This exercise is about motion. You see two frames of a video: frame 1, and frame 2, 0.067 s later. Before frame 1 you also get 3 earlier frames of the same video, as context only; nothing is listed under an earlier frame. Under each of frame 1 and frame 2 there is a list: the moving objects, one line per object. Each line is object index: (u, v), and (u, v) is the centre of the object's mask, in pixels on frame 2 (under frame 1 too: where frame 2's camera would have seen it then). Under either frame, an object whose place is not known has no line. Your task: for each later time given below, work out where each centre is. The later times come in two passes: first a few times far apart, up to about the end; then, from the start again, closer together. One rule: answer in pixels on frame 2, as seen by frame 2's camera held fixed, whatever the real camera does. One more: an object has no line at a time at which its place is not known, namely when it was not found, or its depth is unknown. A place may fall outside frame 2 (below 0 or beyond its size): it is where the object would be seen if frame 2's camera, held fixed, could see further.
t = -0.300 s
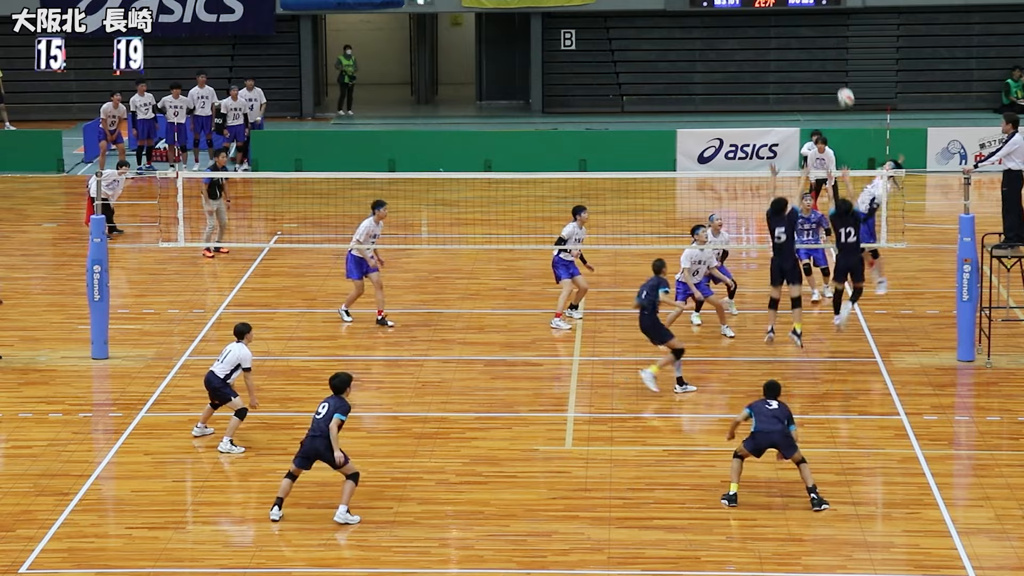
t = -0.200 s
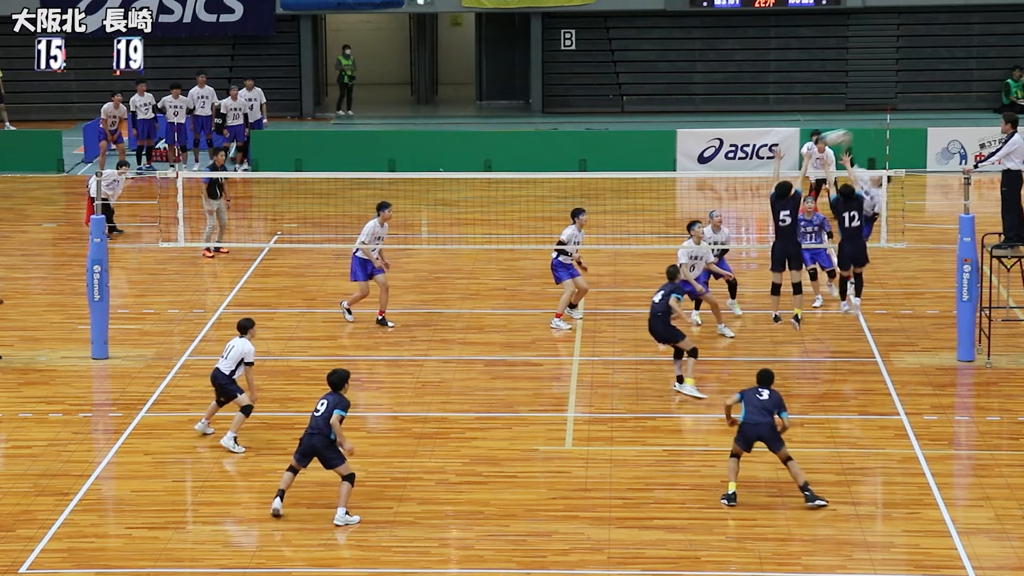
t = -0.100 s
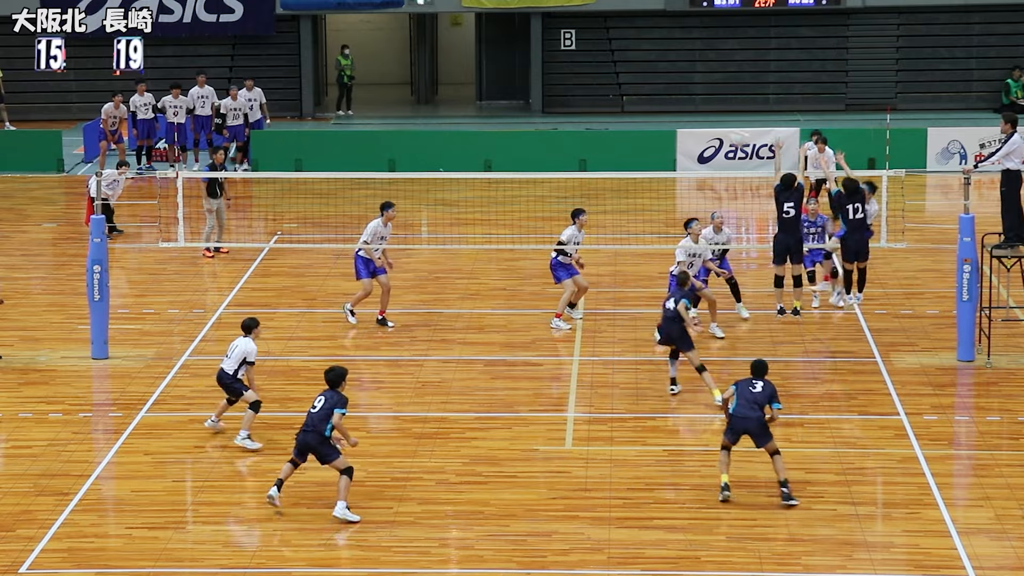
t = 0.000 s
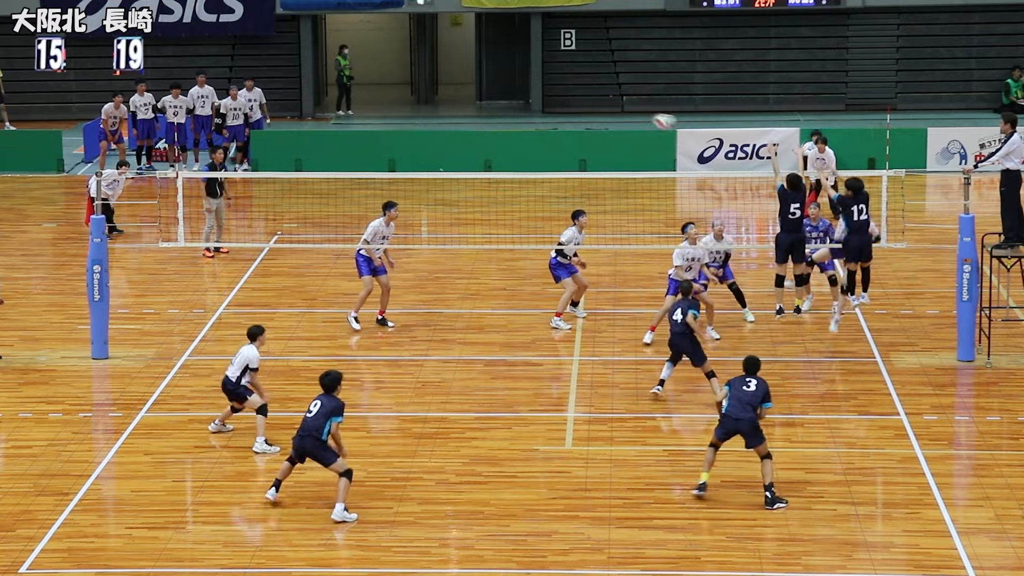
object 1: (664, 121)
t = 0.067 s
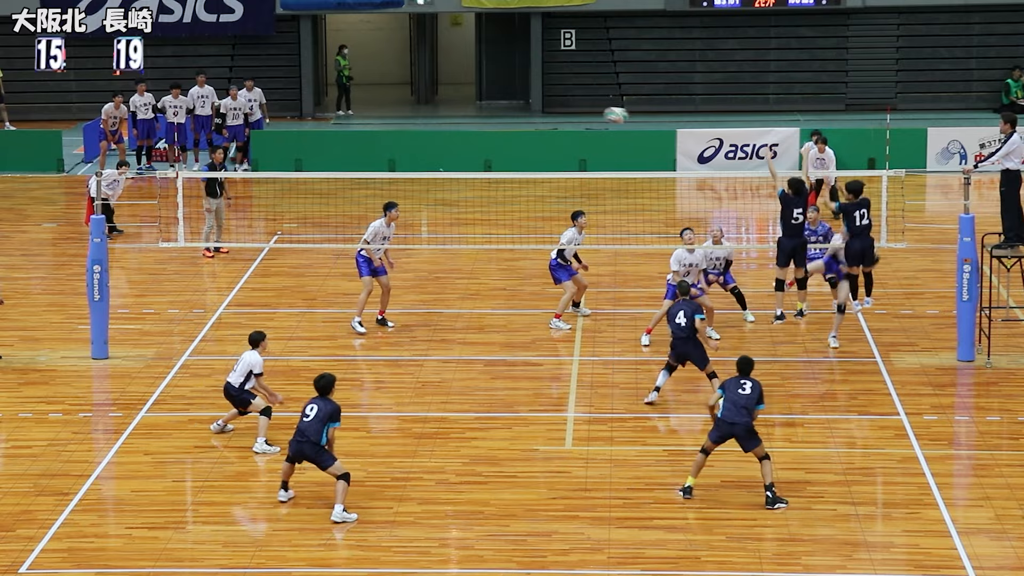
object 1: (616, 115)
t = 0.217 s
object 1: (512, 113)
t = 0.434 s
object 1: (374, 141)
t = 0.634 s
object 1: (257, 195)
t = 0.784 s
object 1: (177, 253)
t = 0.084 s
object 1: (604, 114)
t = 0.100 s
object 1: (592, 112)
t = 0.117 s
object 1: (580, 112)
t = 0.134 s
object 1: (569, 112)
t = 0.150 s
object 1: (557, 112)
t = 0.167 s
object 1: (546, 111)
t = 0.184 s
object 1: (535, 112)
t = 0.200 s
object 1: (523, 112)
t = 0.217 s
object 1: (512, 113)
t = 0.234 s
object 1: (502, 114)
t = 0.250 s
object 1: (490, 115)
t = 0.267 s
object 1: (479, 116)
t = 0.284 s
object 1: (468, 118)
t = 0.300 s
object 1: (457, 120)
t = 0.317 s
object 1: (447, 121)
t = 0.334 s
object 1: (436, 124)
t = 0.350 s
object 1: (425, 126)
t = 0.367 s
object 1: (414, 129)
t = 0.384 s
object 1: (405, 132)
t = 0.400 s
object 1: (394, 135)
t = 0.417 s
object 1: (384, 138)
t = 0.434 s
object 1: (374, 141)
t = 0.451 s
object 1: (364, 144)
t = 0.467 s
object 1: (354, 148)
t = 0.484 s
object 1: (344, 152)
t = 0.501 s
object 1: (334, 156)
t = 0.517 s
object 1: (324, 161)
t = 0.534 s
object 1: (315, 164)
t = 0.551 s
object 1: (306, 167)
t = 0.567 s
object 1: (297, 173)
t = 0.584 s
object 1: (285, 181)
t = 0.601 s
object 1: (275, 184)
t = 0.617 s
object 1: (267, 189)
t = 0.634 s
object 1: (257, 195)
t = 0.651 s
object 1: (249, 201)
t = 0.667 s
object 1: (239, 206)
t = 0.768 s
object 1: (185, 249)
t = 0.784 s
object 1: (177, 253)
